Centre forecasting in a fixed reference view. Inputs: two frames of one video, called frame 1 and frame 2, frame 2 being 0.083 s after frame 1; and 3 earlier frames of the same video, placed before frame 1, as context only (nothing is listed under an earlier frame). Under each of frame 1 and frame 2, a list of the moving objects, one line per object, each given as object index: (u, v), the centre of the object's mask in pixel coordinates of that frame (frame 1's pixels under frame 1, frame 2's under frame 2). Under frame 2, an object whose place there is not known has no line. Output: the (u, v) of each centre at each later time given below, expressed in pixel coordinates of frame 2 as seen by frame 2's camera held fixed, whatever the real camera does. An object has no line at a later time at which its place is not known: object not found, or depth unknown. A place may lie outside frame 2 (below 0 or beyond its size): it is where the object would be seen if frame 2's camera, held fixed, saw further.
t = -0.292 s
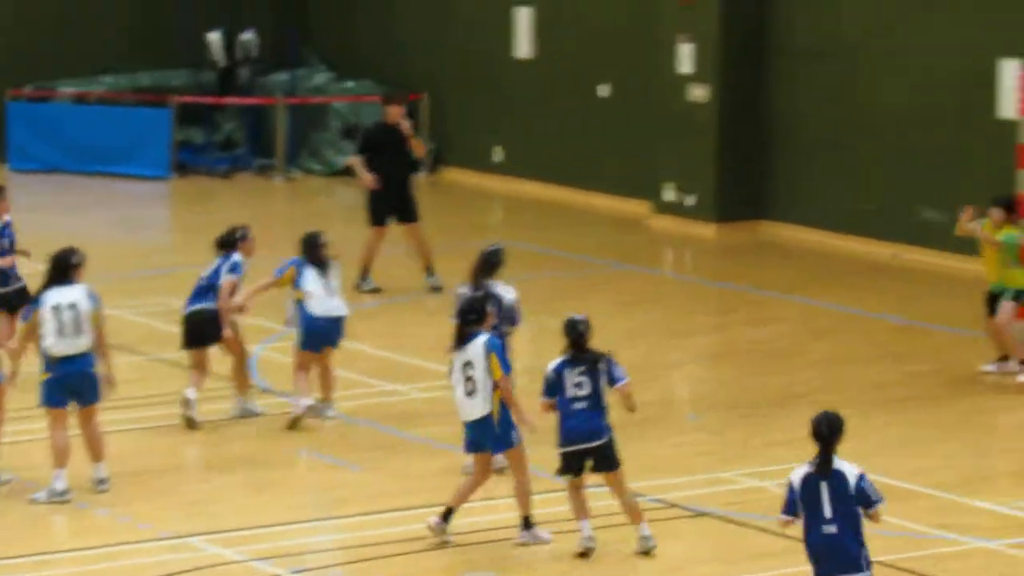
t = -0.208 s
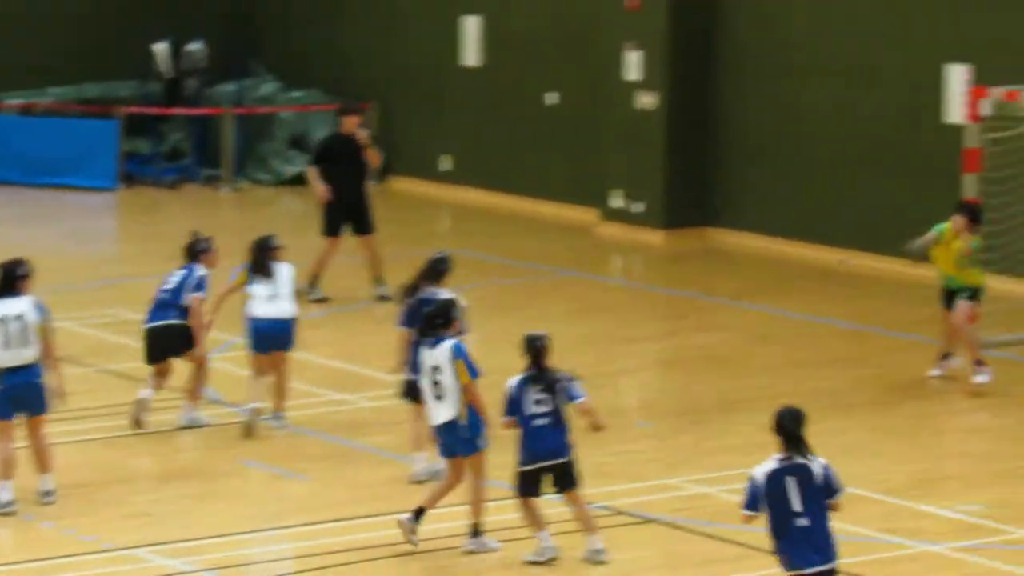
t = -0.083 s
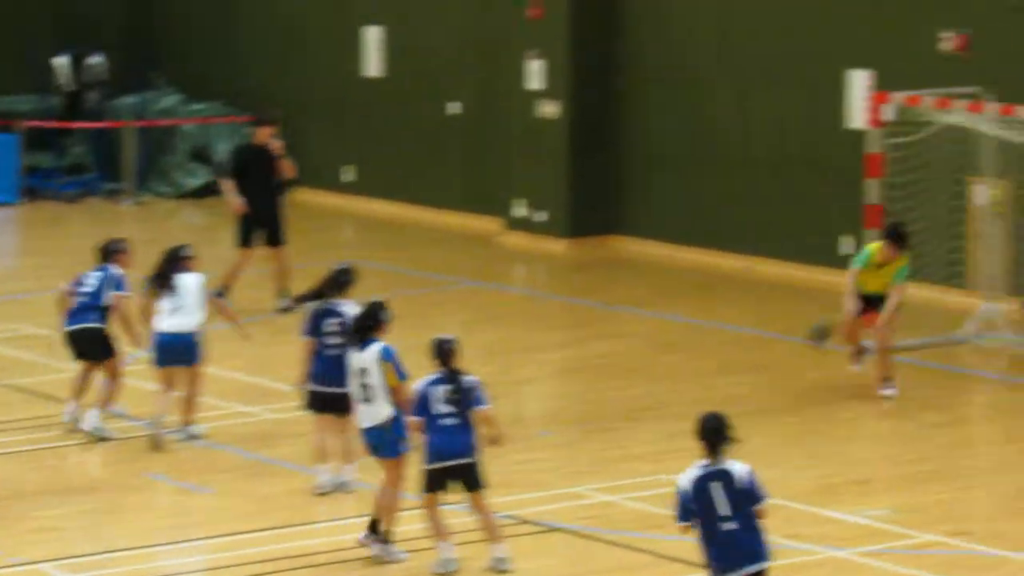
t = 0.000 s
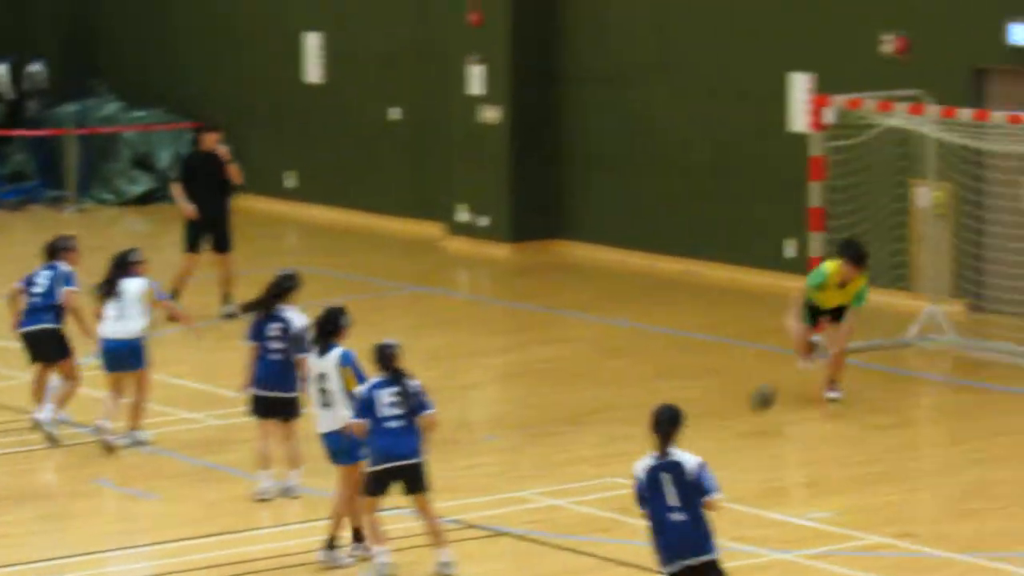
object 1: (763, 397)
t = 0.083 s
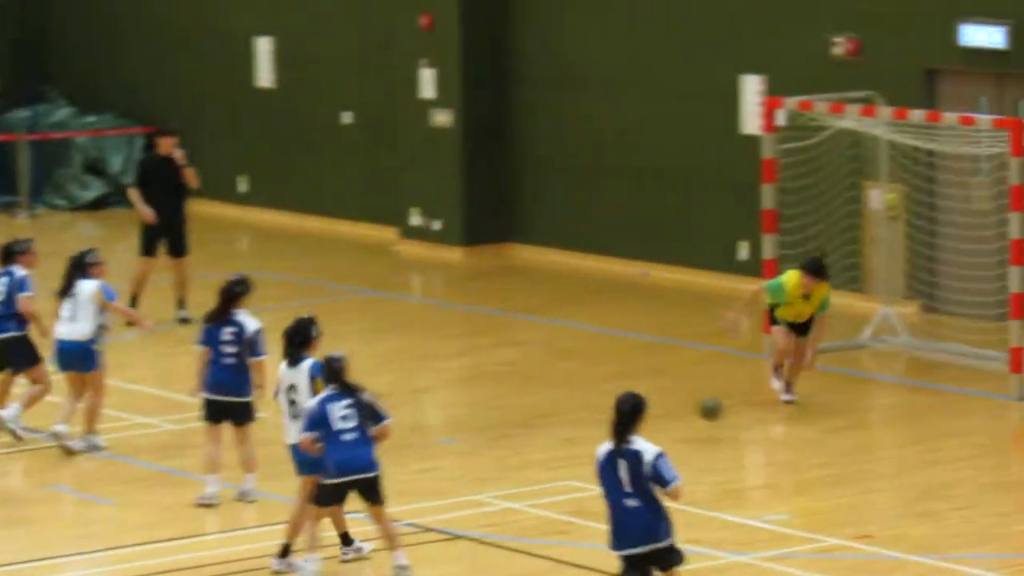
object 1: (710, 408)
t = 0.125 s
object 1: (703, 392)
